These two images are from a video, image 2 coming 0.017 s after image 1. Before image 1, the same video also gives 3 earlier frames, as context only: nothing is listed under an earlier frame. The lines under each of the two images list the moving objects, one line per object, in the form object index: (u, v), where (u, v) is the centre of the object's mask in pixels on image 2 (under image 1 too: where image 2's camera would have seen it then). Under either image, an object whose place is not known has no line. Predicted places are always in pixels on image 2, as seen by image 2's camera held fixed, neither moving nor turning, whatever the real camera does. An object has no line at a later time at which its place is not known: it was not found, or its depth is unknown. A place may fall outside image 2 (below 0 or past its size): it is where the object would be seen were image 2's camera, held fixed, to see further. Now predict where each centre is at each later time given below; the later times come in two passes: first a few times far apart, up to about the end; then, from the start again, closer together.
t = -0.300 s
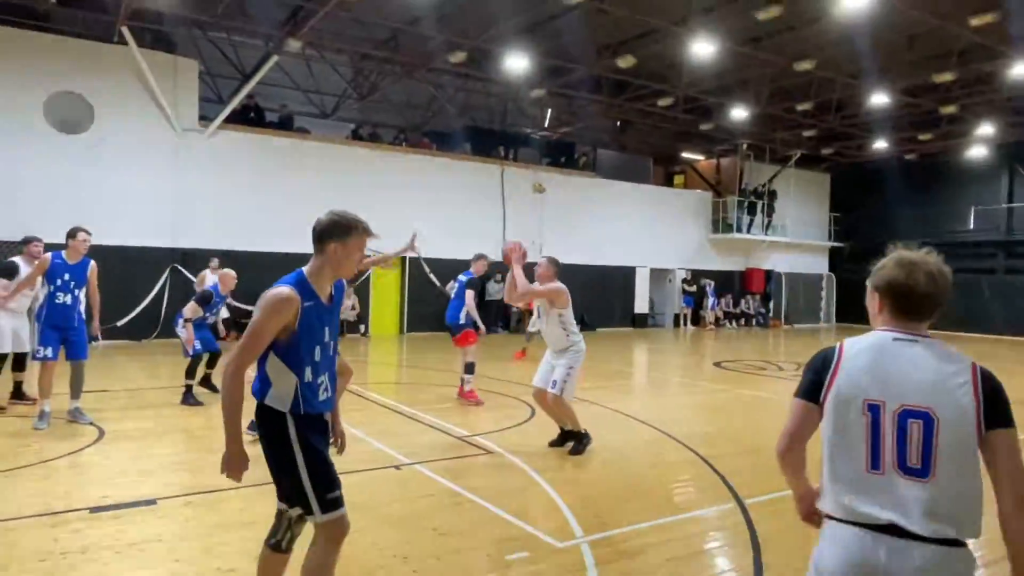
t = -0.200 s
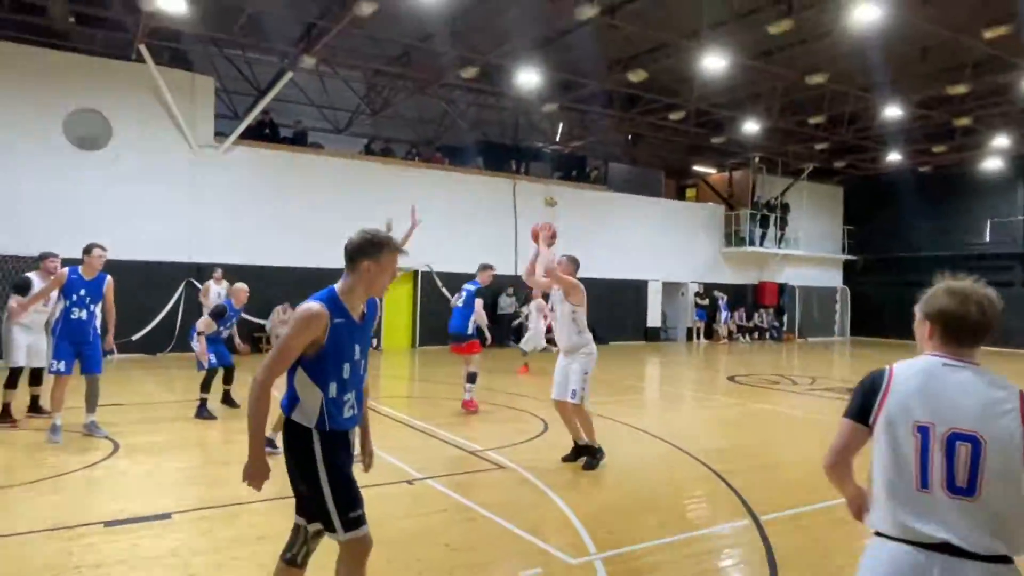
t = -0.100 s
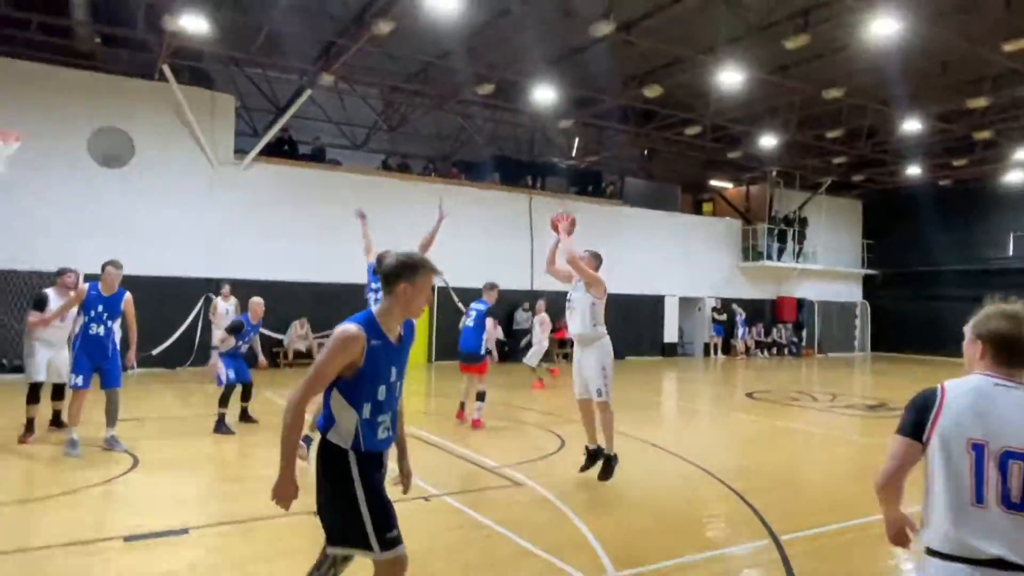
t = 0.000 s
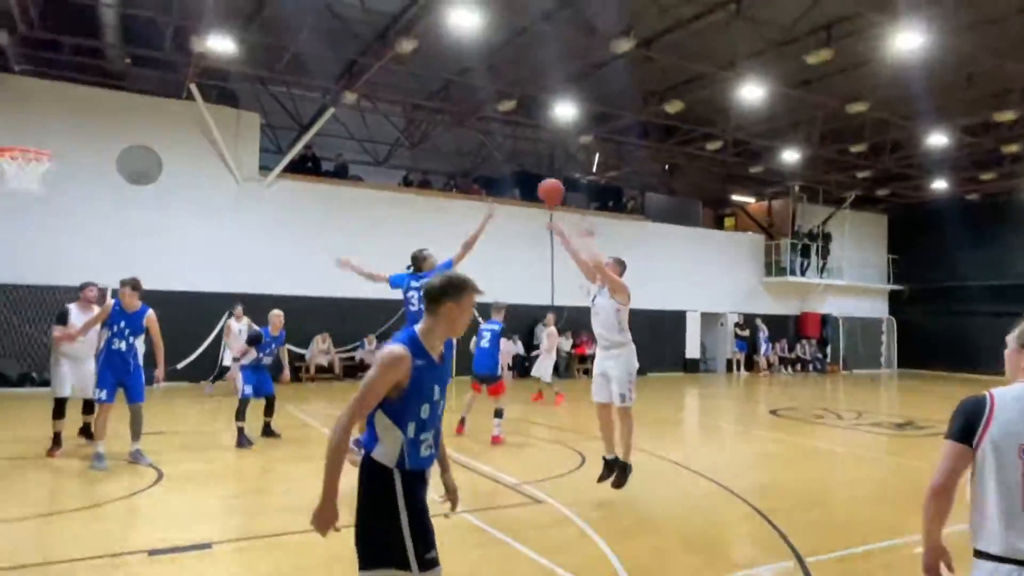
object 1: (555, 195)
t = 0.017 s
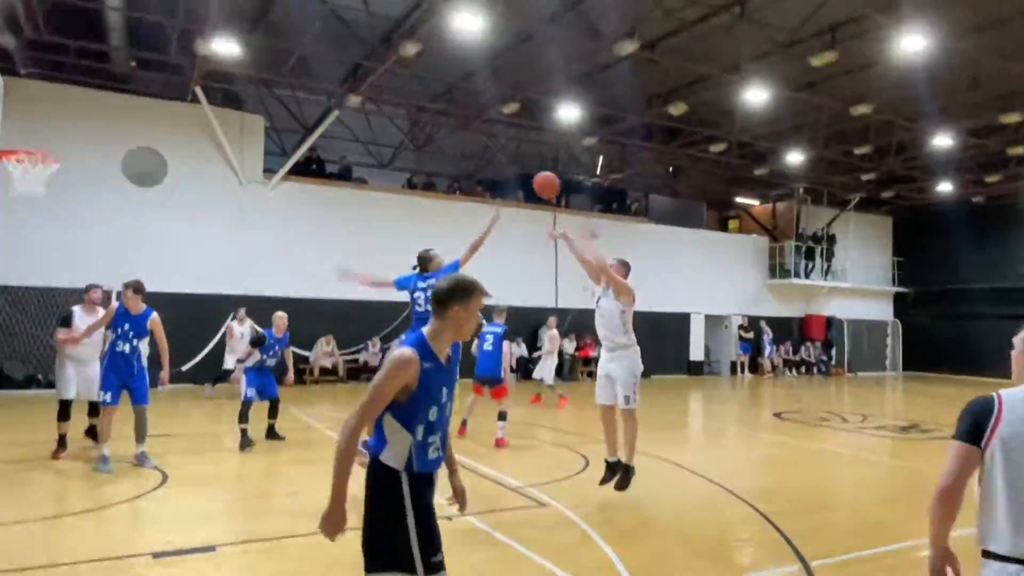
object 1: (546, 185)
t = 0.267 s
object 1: (420, 85)
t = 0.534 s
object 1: (290, 50)
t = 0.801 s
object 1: (159, 84)
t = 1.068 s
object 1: (33, 176)
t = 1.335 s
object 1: (29, 198)
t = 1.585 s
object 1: (26, 293)
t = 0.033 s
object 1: (538, 176)
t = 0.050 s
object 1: (529, 167)
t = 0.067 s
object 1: (521, 159)
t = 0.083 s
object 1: (512, 152)
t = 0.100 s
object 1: (503, 144)
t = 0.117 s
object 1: (495, 137)
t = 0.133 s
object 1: (487, 130)
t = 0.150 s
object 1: (478, 123)
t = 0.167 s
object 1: (470, 117)
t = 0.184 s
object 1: (461, 111)
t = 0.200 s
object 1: (453, 105)
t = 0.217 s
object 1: (445, 100)
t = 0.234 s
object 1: (437, 95)
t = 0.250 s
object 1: (428, 91)
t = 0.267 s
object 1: (420, 85)
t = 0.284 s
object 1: (412, 81)
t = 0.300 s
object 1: (404, 77)
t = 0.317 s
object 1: (396, 74)
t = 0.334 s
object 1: (388, 70)
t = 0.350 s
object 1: (379, 67)
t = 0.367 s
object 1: (372, 64)
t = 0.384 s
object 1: (364, 62)
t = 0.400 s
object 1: (355, 59)
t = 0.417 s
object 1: (347, 57)
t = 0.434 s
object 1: (339, 55)
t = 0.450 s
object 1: (330, 54)
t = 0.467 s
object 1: (323, 53)
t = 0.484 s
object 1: (314, 52)
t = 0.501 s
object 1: (306, 51)
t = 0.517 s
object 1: (299, 50)
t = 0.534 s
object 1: (290, 50)
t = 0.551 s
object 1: (282, 50)
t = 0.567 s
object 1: (274, 50)
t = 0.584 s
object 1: (266, 51)
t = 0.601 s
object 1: (257, 52)
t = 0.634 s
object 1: (246, 55)
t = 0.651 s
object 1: (237, 58)
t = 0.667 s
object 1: (230, 64)
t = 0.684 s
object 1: (215, 64)
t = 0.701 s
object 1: (209, 64)
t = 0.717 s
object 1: (201, 66)
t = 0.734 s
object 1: (193, 69)
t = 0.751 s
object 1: (184, 73)
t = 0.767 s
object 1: (176, 76)
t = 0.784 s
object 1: (167, 80)
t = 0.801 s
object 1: (159, 84)
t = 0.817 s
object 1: (151, 87)
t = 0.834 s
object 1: (142, 92)
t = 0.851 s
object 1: (132, 98)
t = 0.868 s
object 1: (125, 103)
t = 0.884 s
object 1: (115, 109)
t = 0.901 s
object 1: (107, 114)
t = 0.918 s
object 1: (98, 120)
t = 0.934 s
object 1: (90, 127)
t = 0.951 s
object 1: (81, 133)
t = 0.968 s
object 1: (73, 141)
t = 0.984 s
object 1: (65, 147)
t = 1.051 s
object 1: (33, 172)
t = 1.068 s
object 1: (33, 176)
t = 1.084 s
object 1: (31, 178)
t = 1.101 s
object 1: (32, 177)
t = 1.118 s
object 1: (31, 176)
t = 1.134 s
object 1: (31, 176)
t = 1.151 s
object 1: (31, 177)
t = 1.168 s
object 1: (30, 177)
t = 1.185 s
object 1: (30, 178)
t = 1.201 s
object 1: (30, 179)
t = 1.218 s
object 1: (30, 181)
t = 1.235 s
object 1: (29, 182)
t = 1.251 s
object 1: (29, 184)
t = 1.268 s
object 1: (29, 186)
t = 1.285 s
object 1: (29, 188)
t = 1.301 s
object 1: (29, 191)
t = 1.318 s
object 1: (29, 194)
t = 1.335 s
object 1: (29, 198)
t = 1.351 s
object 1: (28, 202)
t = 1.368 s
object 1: (28, 206)
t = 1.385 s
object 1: (28, 210)
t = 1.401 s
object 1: (28, 216)
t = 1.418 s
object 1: (28, 221)
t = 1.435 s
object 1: (28, 226)
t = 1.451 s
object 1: (27, 233)
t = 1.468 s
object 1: (28, 239)
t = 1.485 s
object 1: (27, 245)
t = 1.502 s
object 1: (27, 253)
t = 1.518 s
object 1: (27, 259)
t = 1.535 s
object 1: (26, 267)
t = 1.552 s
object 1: (26, 275)
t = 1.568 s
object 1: (26, 284)
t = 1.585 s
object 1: (26, 293)
